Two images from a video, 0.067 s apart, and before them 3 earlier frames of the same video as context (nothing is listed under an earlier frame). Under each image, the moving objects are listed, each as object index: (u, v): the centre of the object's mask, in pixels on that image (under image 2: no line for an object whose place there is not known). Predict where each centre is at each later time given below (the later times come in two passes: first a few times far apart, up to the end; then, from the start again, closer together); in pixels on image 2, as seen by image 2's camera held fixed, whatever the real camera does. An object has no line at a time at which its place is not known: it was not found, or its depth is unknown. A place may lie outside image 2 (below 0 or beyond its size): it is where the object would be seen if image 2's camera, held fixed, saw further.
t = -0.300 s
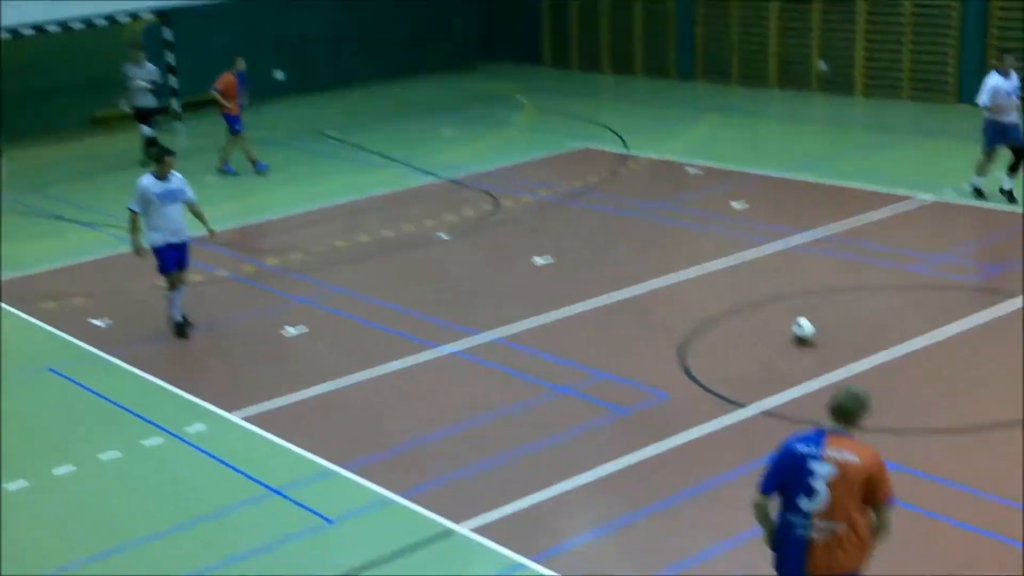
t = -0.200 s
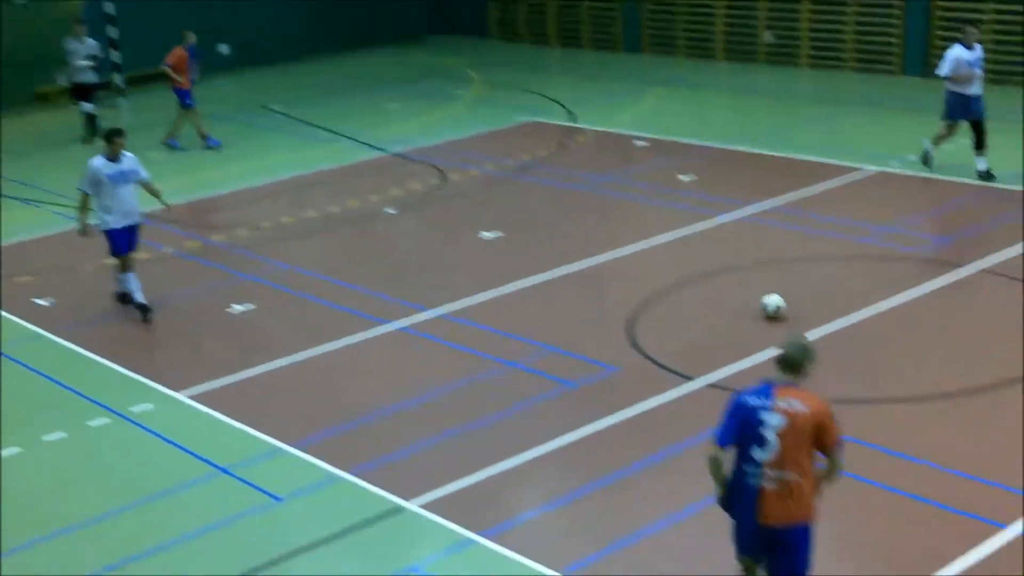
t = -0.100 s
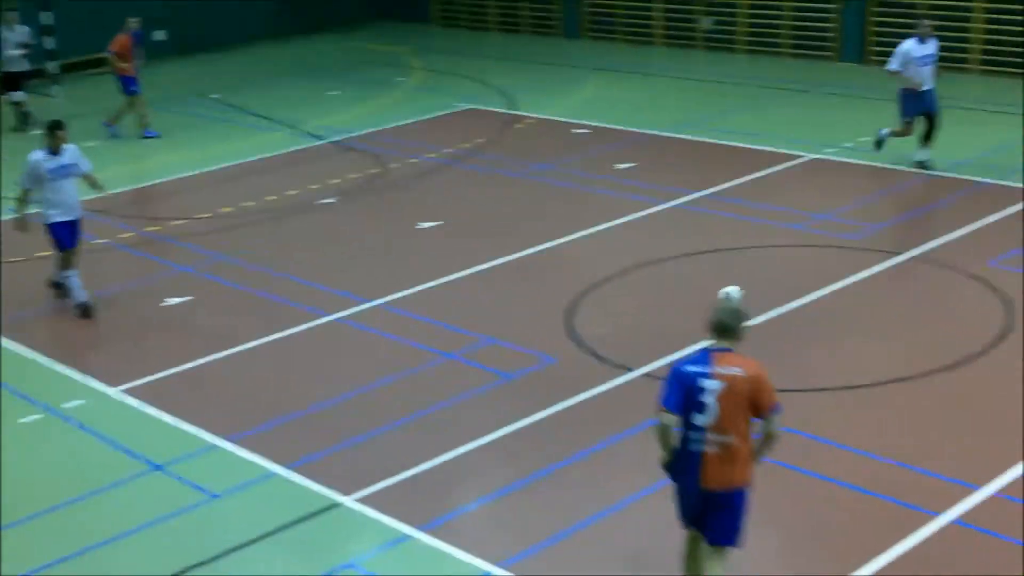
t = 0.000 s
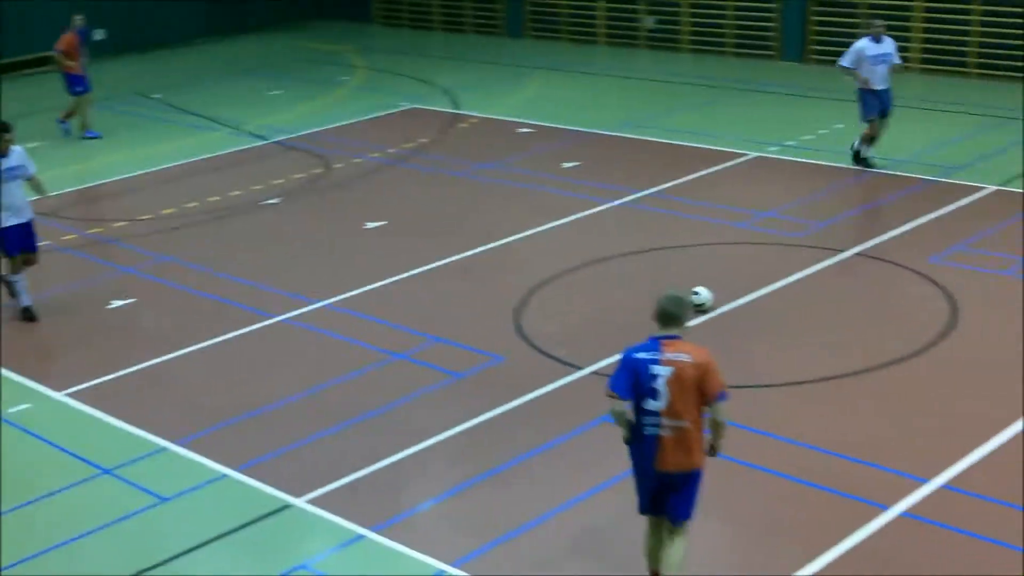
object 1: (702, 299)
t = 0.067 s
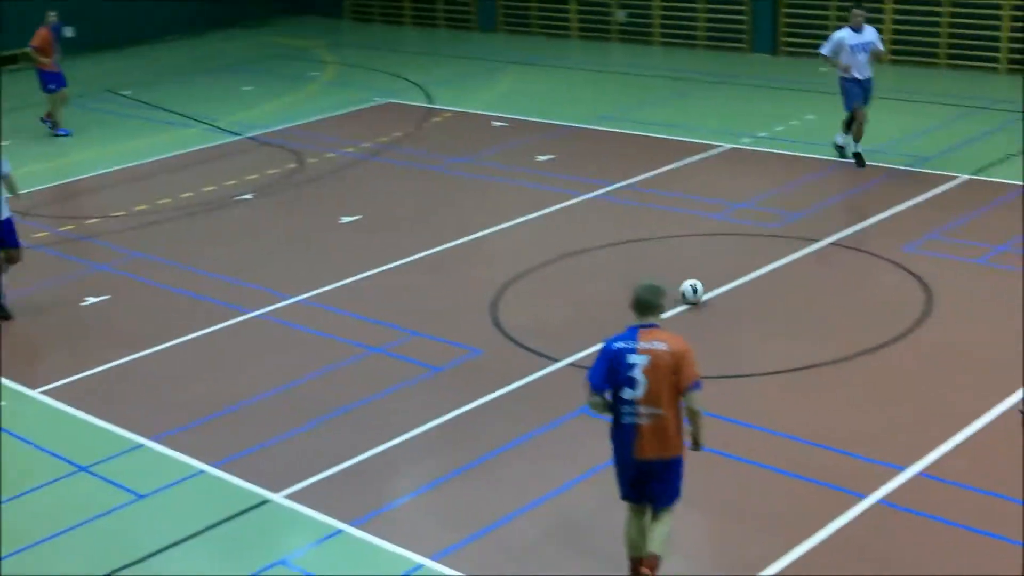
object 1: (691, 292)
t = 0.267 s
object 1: (738, 298)
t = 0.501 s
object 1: (790, 305)
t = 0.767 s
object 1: (854, 313)
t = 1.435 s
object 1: (1024, 332)
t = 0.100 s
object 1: (700, 293)
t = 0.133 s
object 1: (707, 294)
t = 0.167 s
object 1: (714, 294)
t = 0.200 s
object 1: (722, 296)
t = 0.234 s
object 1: (730, 296)
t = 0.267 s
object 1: (738, 298)
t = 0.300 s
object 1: (745, 298)
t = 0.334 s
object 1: (752, 299)
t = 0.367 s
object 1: (759, 300)
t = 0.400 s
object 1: (767, 302)
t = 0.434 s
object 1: (775, 303)
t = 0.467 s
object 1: (783, 303)
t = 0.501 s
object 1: (790, 305)
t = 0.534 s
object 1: (797, 306)
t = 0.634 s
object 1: (821, 309)
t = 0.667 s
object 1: (830, 310)
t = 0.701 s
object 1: (838, 311)
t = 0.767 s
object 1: (854, 313)
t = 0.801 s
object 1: (863, 313)
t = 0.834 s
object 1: (871, 315)
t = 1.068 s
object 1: (929, 322)
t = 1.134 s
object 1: (945, 323)
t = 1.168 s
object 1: (954, 324)
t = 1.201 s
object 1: (963, 325)
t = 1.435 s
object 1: (1024, 332)
